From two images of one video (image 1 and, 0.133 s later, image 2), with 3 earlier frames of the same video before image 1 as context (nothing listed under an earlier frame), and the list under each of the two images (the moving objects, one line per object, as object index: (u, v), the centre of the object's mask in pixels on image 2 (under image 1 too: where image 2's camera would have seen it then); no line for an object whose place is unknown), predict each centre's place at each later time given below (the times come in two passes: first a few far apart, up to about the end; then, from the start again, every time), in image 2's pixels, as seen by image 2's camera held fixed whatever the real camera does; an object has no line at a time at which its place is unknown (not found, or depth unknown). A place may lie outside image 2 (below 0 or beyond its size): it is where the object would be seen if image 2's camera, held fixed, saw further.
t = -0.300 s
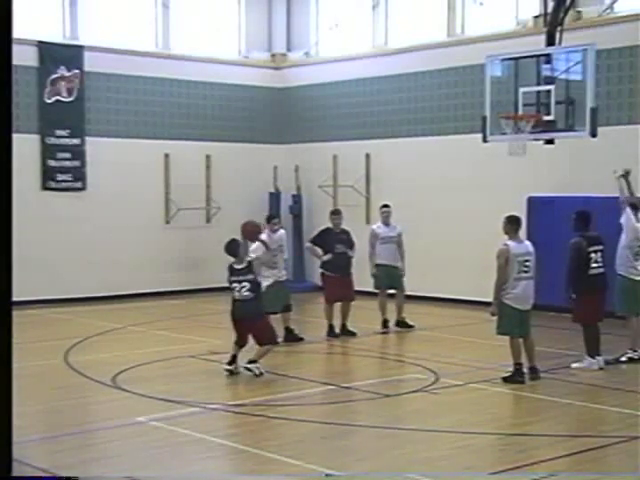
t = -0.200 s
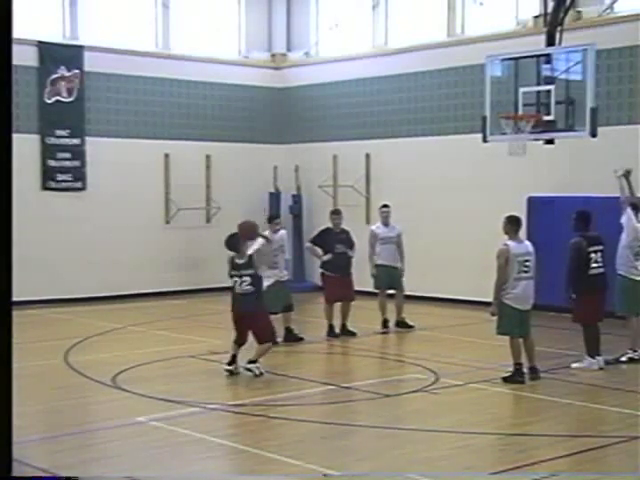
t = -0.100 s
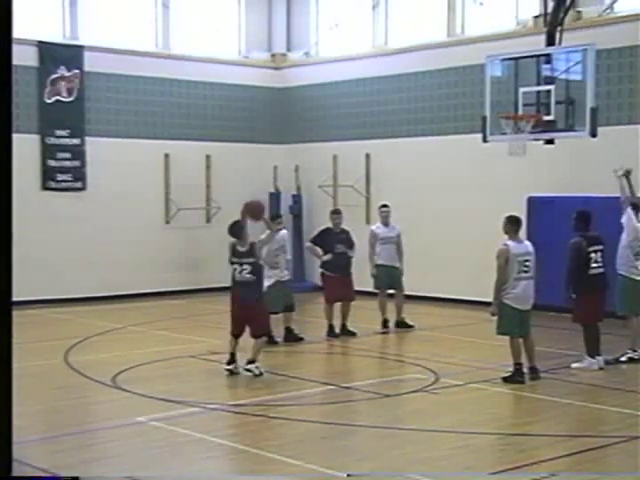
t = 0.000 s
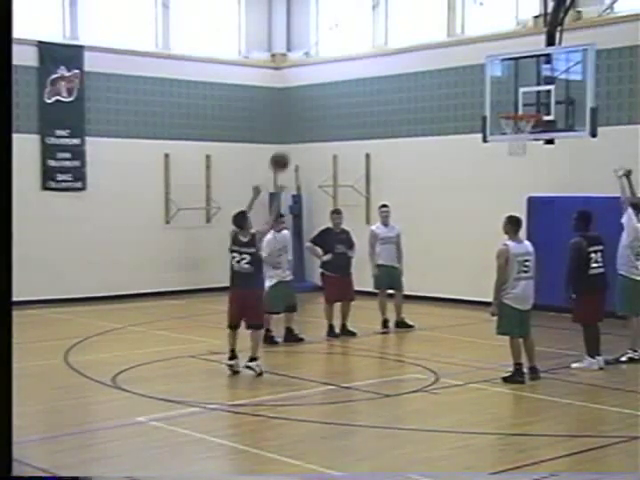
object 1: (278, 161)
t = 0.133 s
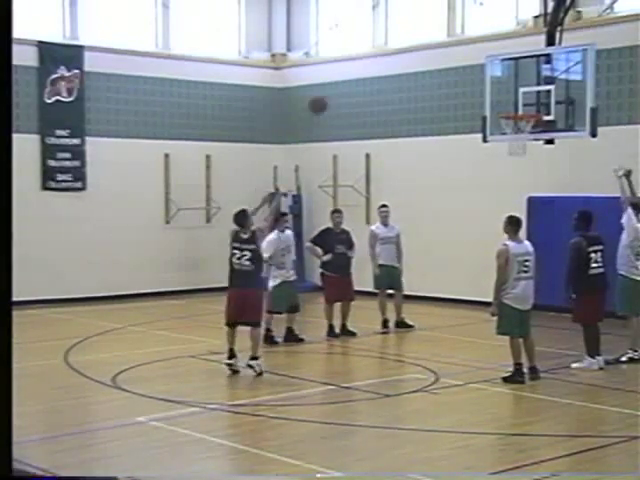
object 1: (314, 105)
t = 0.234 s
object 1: (344, 73)
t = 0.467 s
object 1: (404, 37)
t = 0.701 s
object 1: (457, 46)
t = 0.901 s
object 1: (499, 85)
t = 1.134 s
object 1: (532, 140)
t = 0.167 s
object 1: (324, 94)
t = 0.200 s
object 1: (335, 83)
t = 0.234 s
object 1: (344, 73)
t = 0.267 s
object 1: (352, 65)
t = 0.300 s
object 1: (361, 58)
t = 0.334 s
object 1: (370, 52)
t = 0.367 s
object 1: (379, 47)
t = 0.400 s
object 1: (386, 43)
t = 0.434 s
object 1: (395, 39)
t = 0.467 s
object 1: (404, 37)
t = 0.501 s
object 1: (412, 36)
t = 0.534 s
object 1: (420, 36)
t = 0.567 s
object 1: (428, 36)
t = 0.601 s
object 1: (435, 38)
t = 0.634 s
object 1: (443, 40)
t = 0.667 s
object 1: (450, 42)
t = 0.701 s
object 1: (457, 46)
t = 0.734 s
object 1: (464, 51)
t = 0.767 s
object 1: (471, 56)
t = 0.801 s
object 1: (478, 62)
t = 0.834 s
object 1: (485, 70)
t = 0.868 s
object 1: (492, 78)
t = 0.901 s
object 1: (499, 85)
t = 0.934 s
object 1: (504, 95)
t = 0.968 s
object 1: (511, 105)
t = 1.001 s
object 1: (520, 115)
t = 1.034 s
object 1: (533, 127)
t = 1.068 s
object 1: (530, 134)
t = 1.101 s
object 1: (532, 137)
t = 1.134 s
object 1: (532, 140)
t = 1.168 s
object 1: (532, 143)
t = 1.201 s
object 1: (532, 148)
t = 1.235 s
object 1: (532, 153)
